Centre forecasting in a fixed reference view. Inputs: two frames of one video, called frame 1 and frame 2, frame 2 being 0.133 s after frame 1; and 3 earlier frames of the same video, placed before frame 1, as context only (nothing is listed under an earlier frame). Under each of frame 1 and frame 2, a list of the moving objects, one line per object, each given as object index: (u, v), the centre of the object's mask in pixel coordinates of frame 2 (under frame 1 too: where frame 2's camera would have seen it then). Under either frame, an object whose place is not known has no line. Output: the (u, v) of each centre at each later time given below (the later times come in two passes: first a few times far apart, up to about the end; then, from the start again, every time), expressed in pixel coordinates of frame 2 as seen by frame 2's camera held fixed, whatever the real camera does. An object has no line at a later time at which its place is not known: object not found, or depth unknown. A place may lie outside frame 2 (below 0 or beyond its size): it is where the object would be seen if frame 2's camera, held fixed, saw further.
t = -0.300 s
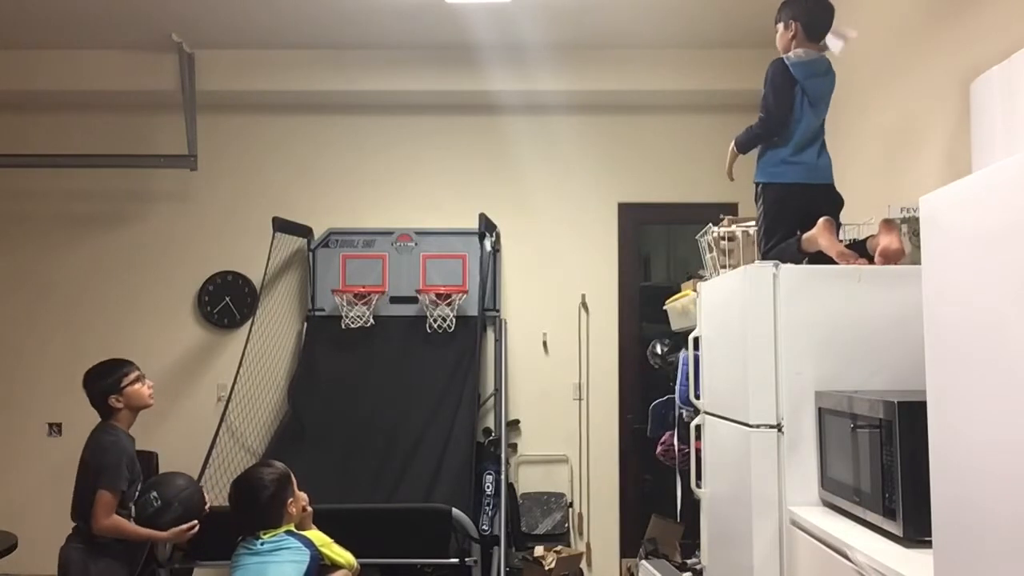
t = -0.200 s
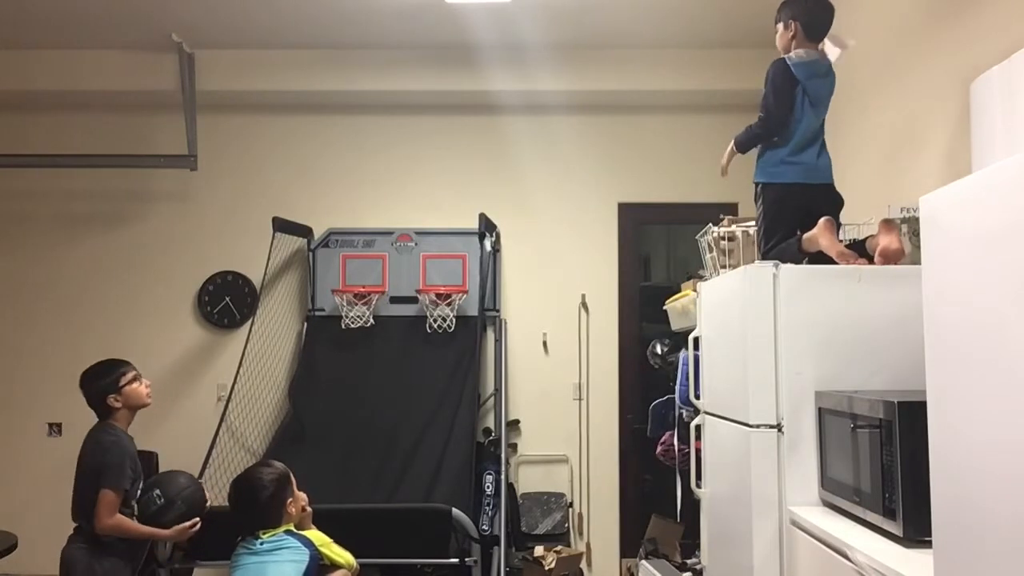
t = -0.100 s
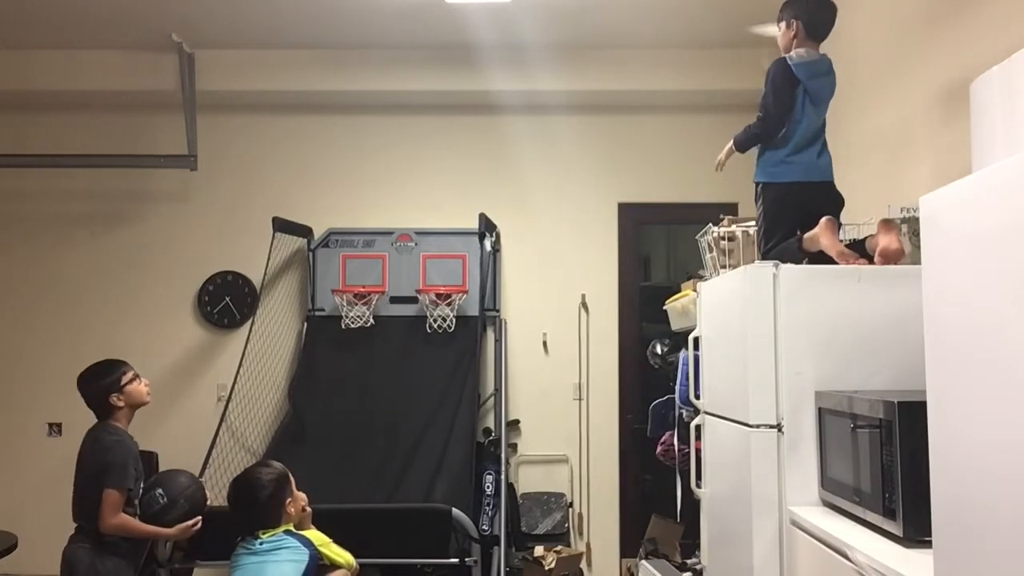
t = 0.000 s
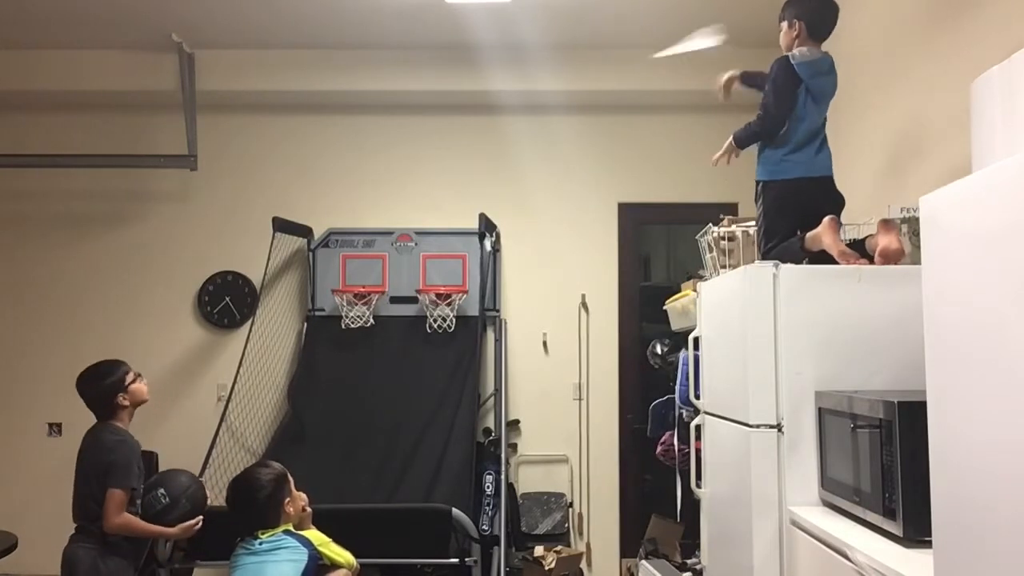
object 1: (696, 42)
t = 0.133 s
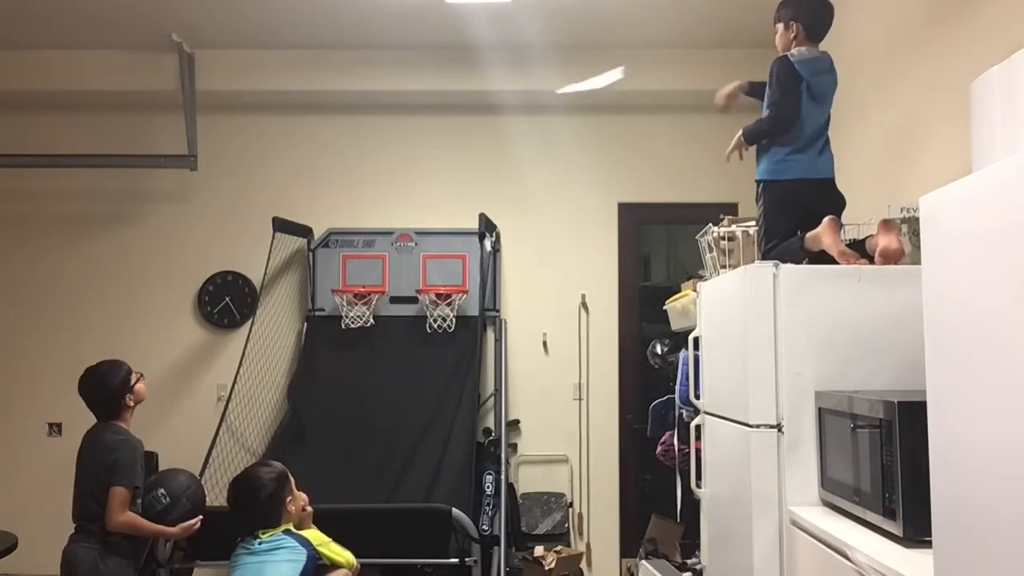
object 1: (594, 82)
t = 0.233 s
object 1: (535, 109)
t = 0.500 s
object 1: (423, 160)
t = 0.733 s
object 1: (345, 207)
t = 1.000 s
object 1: (350, 255)
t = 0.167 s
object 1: (573, 92)
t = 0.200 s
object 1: (552, 101)
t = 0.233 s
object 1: (535, 109)
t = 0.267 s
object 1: (517, 117)
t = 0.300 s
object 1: (502, 125)
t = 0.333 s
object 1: (487, 131)
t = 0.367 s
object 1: (473, 138)
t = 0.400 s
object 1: (460, 144)
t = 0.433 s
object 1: (447, 149)
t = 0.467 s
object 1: (436, 154)
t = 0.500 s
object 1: (423, 160)
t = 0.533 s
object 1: (412, 166)
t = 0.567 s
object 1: (399, 173)
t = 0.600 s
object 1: (388, 180)
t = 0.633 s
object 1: (377, 186)
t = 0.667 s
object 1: (367, 193)
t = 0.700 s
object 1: (356, 199)
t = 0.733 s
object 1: (345, 207)
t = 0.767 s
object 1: (336, 214)
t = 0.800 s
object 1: (326, 221)
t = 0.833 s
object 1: (328, 226)
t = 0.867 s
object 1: (335, 229)
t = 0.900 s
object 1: (339, 234)
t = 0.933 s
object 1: (344, 242)
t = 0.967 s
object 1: (349, 244)
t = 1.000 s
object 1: (350, 255)
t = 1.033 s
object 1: (351, 262)
